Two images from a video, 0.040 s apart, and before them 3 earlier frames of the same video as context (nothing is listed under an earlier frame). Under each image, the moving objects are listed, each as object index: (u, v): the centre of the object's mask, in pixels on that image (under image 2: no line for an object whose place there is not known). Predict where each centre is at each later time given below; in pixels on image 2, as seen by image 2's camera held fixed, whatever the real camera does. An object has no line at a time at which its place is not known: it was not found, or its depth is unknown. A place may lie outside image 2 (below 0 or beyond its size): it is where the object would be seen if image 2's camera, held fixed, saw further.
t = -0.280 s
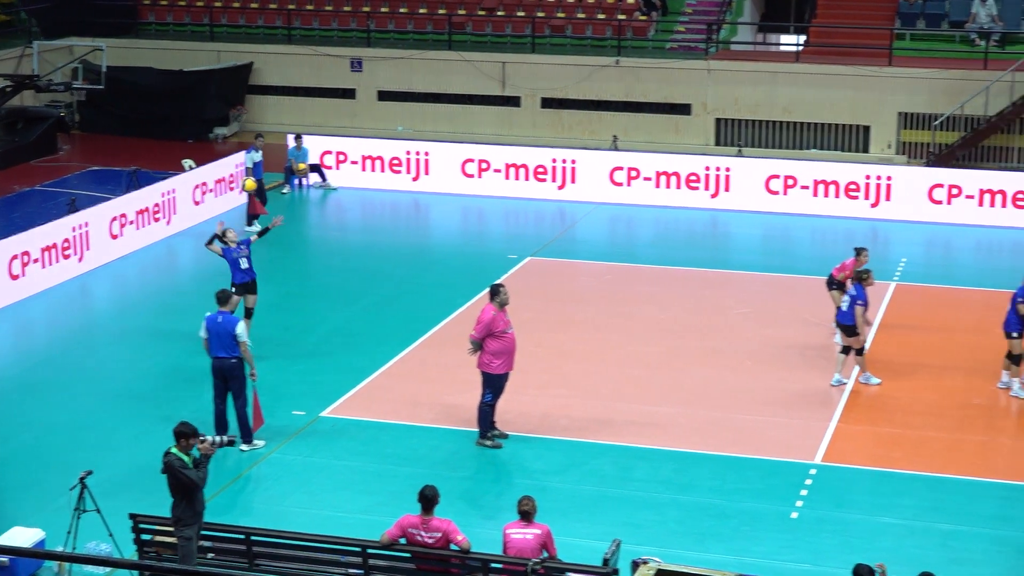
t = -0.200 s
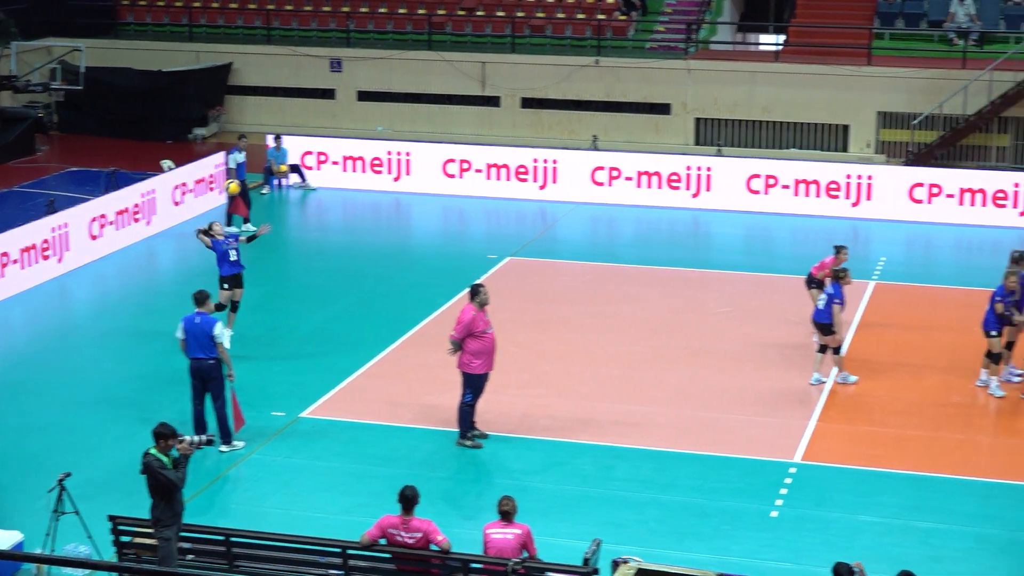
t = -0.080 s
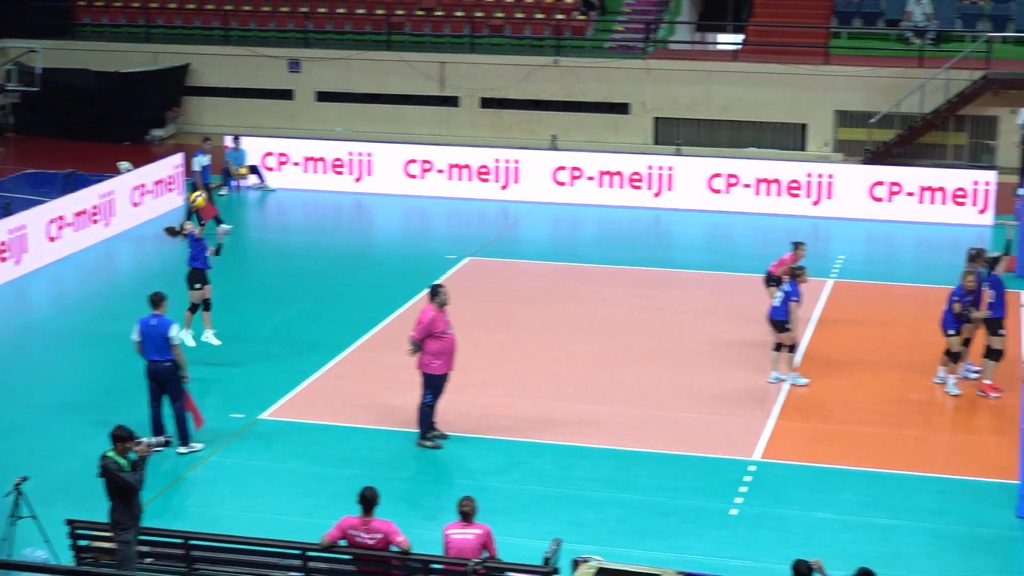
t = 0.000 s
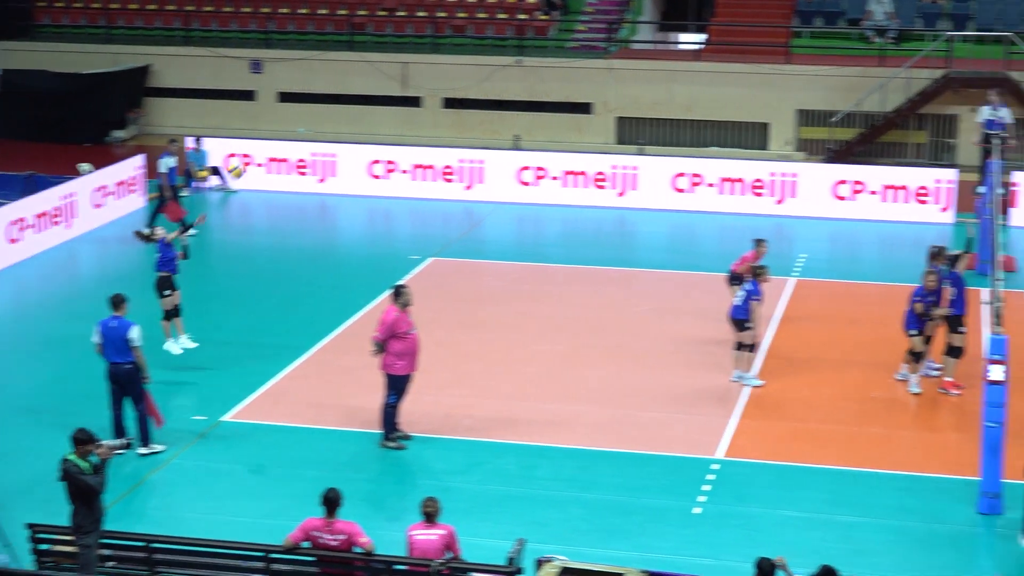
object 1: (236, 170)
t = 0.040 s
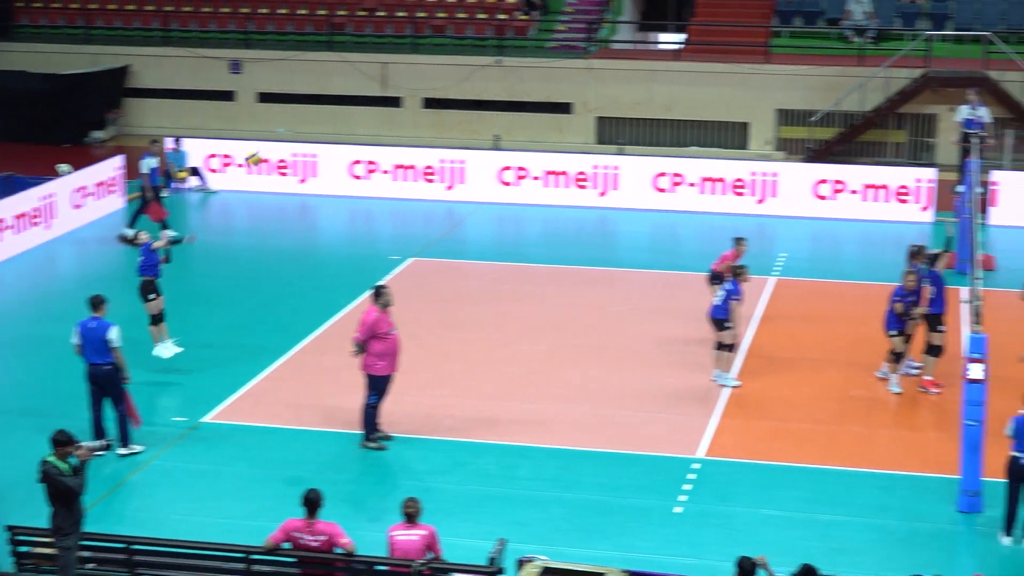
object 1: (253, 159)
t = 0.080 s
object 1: (290, 144)
